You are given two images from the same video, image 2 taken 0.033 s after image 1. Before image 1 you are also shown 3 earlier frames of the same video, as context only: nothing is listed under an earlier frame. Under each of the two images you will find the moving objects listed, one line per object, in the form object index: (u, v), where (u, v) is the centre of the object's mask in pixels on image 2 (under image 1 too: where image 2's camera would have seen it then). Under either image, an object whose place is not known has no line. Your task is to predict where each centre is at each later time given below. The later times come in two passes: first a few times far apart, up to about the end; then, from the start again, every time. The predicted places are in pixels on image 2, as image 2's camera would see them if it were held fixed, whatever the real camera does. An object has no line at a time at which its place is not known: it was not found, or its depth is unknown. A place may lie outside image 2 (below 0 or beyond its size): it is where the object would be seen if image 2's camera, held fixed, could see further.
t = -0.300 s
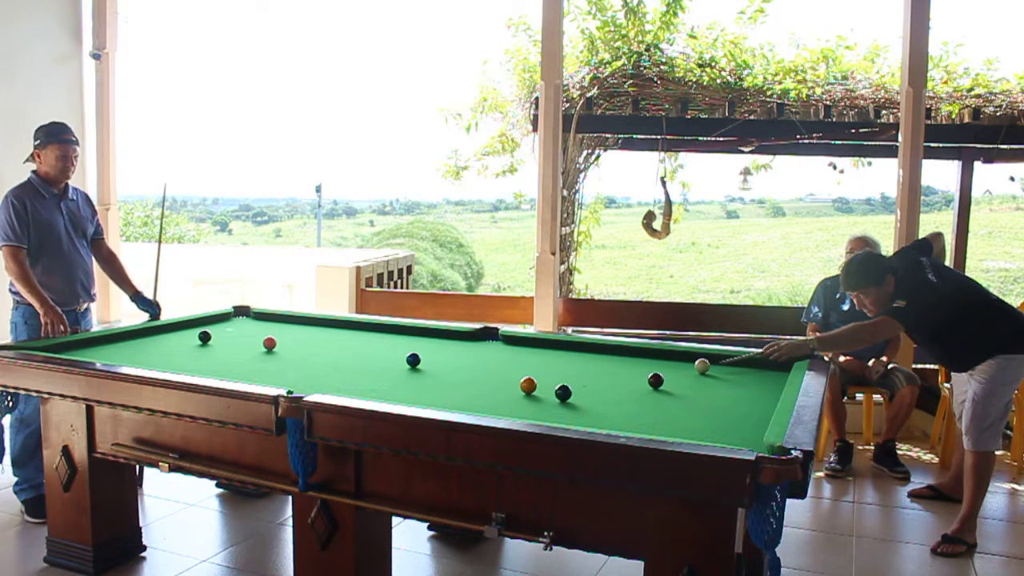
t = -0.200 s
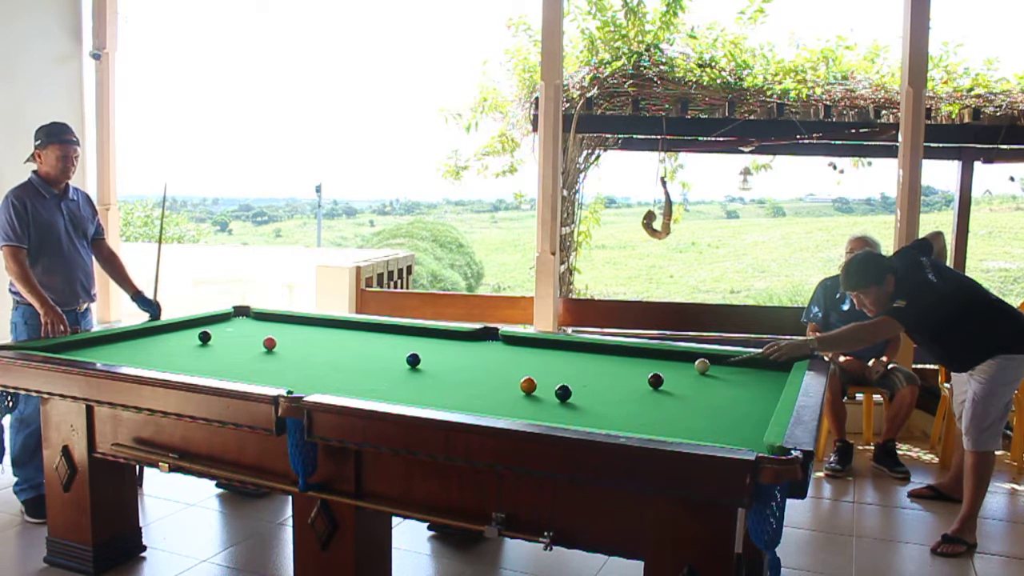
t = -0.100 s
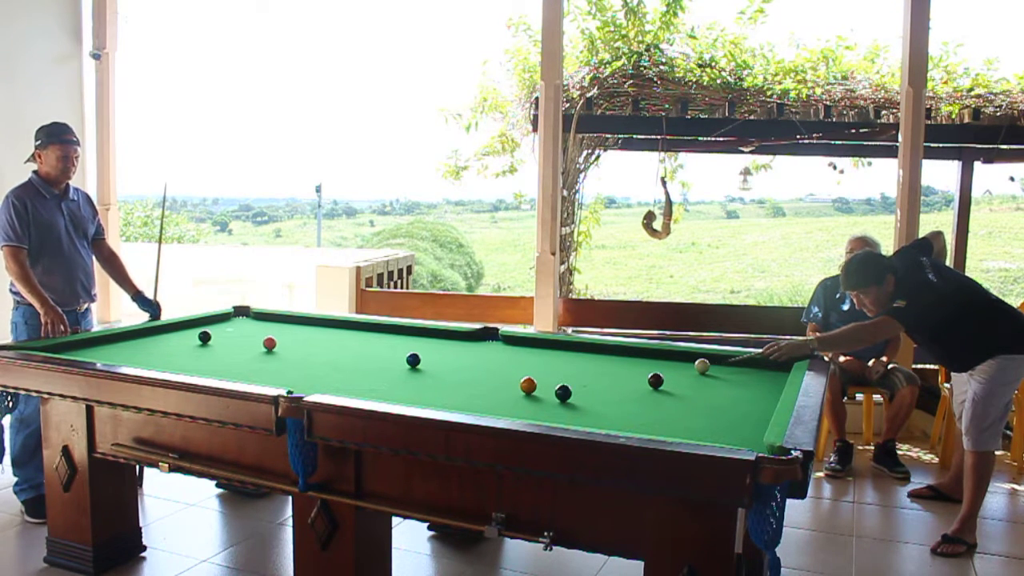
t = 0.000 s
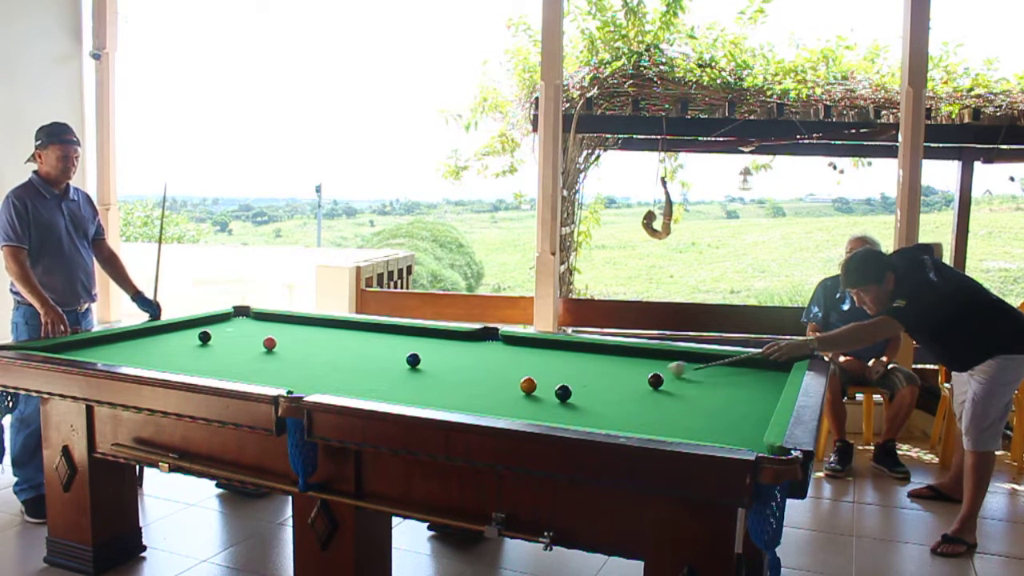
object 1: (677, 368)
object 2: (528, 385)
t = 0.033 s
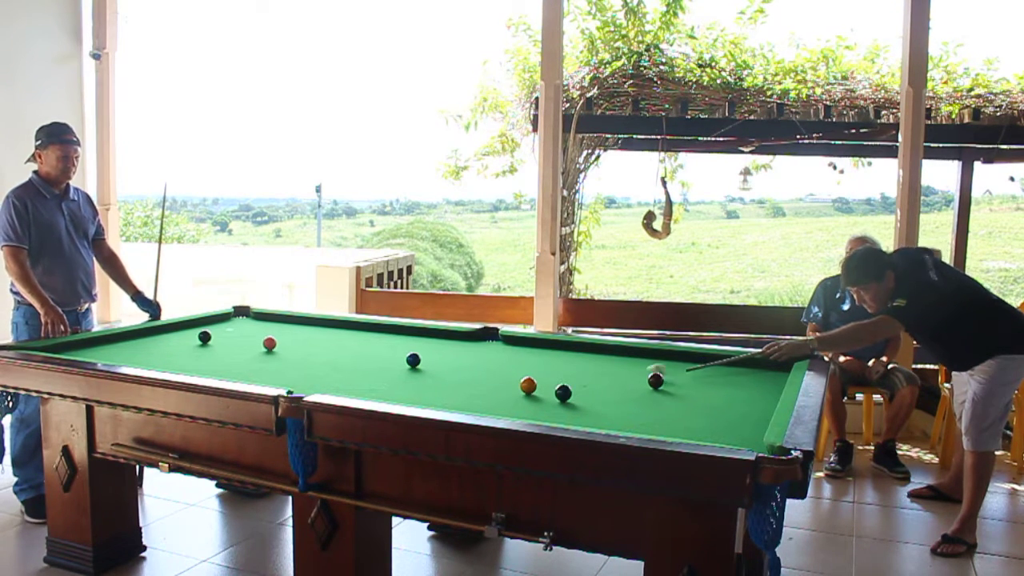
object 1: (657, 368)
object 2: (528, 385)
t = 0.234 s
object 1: (545, 385)
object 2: (512, 385)
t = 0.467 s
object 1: (545, 392)
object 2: (374, 392)
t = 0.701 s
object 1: (540, 398)
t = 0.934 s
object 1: (536, 404)
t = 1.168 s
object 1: (533, 410)
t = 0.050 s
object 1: (644, 371)
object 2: (528, 385)
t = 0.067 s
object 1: (634, 373)
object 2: (528, 385)
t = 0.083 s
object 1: (624, 374)
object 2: (528, 385)
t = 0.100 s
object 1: (613, 376)
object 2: (528, 385)
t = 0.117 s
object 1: (603, 377)
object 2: (528, 385)
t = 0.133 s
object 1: (592, 378)
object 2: (528, 385)
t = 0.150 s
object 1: (582, 380)
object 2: (528, 385)
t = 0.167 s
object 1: (572, 380)
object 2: (528, 385)
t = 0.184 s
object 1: (560, 379)
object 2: (528, 385)
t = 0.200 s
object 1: (549, 383)
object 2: (528, 385)
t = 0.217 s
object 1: (544, 384)
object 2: (523, 385)
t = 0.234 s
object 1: (545, 385)
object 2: (512, 385)
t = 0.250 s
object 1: (545, 385)
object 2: (501, 386)
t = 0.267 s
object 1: (545, 386)
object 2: (490, 386)
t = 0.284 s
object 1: (545, 386)
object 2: (480, 387)
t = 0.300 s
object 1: (546, 387)
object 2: (469, 388)
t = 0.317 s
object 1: (545, 388)
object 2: (459, 388)
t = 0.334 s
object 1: (545, 388)
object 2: (448, 389)
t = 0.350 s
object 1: (545, 389)
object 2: (439, 389)
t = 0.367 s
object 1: (545, 389)
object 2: (429, 390)
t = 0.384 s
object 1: (545, 390)
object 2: (419, 391)
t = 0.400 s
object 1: (545, 390)
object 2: (410, 391)
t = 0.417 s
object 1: (545, 390)
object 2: (401, 392)
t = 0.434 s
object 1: (545, 391)
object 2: (392, 392)
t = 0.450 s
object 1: (545, 392)
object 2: (382, 392)
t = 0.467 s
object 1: (545, 392)
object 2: (374, 392)
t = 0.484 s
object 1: (544, 392)
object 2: (366, 391)
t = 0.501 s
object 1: (544, 393)
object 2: (357, 391)
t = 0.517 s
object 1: (543, 393)
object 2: (349, 390)
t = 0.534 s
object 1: (543, 393)
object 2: (341, 390)
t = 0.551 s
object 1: (543, 394)
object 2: (332, 390)
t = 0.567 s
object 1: (542, 395)
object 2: (325, 390)
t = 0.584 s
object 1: (542, 395)
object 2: (315, 391)
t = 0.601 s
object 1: (542, 395)
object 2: (307, 393)
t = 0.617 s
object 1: (542, 396)
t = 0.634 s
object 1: (541, 396)
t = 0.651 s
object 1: (541, 397)
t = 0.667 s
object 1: (541, 397)
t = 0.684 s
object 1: (540, 398)
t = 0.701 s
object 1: (540, 398)
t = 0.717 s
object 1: (540, 399)
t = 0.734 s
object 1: (539, 399)
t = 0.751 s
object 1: (539, 400)
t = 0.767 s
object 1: (539, 400)
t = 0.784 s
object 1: (538, 400)
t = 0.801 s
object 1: (538, 401)
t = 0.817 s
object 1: (538, 401)
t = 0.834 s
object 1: (538, 401)
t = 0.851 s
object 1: (538, 402)
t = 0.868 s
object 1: (537, 403)
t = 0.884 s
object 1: (537, 403)
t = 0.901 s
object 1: (537, 403)
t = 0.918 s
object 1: (536, 404)
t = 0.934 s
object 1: (536, 404)
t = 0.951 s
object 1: (536, 405)
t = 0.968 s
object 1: (536, 405)
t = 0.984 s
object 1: (535, 406)
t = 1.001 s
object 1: (535, 406)
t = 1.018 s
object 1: (535, 406)
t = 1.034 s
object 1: (535, 407)
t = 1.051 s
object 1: (534, 407)
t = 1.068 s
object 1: (534, 408)
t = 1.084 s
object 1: (534, 408)
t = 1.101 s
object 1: (534, 409)
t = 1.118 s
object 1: (534, 409)
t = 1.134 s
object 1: (534, 409)
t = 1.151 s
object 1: (533, 409)
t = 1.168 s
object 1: (533, 410)
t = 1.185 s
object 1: (533, 410)
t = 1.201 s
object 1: (533, 411)
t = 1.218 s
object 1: (533, 411)
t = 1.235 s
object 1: (533, 411)
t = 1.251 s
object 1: (533, 412)
